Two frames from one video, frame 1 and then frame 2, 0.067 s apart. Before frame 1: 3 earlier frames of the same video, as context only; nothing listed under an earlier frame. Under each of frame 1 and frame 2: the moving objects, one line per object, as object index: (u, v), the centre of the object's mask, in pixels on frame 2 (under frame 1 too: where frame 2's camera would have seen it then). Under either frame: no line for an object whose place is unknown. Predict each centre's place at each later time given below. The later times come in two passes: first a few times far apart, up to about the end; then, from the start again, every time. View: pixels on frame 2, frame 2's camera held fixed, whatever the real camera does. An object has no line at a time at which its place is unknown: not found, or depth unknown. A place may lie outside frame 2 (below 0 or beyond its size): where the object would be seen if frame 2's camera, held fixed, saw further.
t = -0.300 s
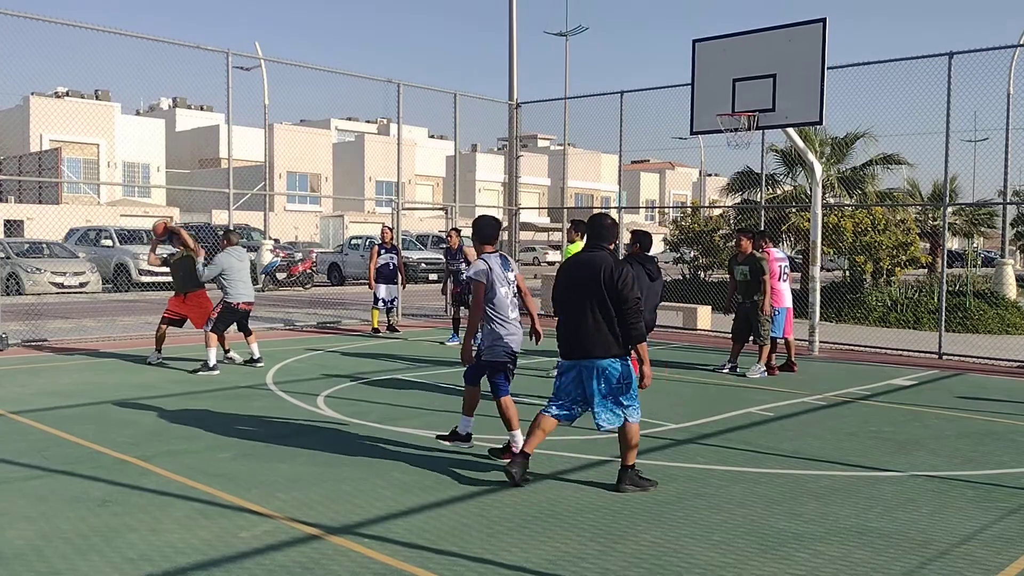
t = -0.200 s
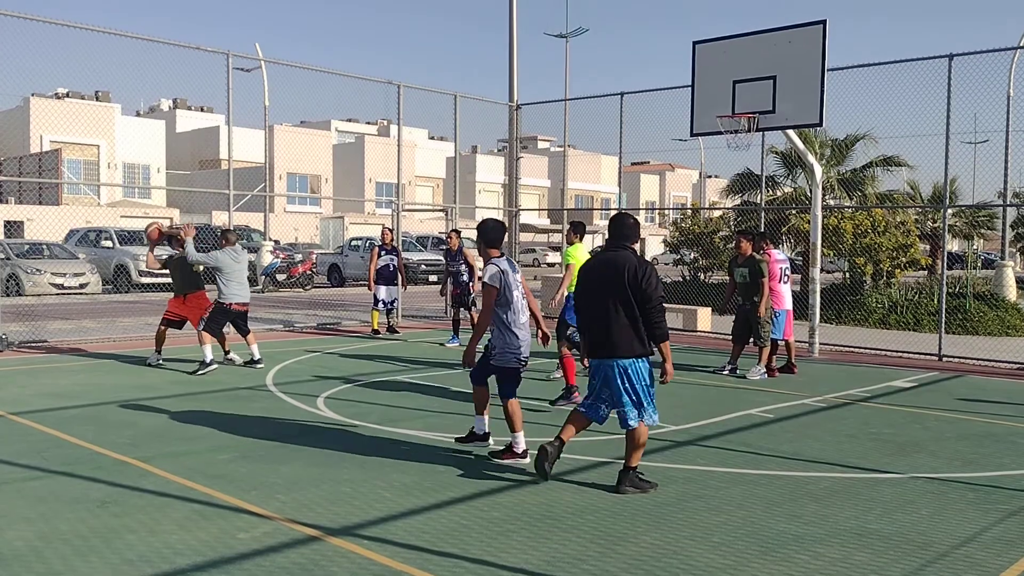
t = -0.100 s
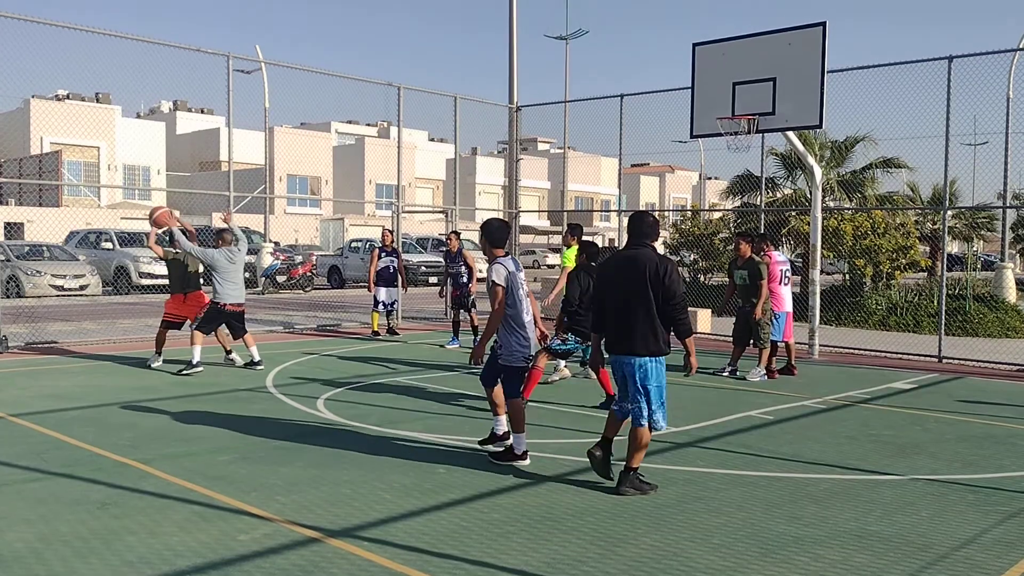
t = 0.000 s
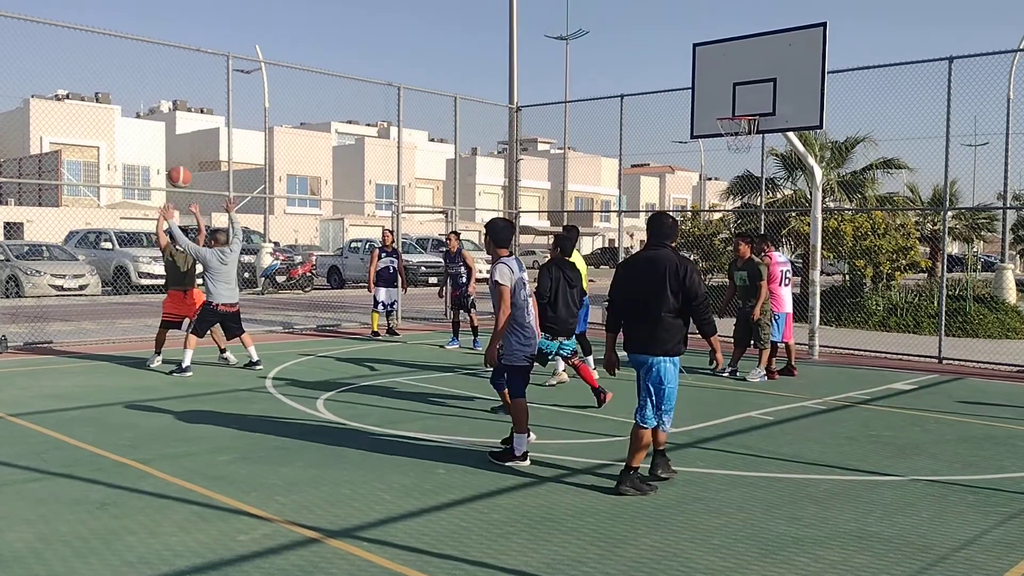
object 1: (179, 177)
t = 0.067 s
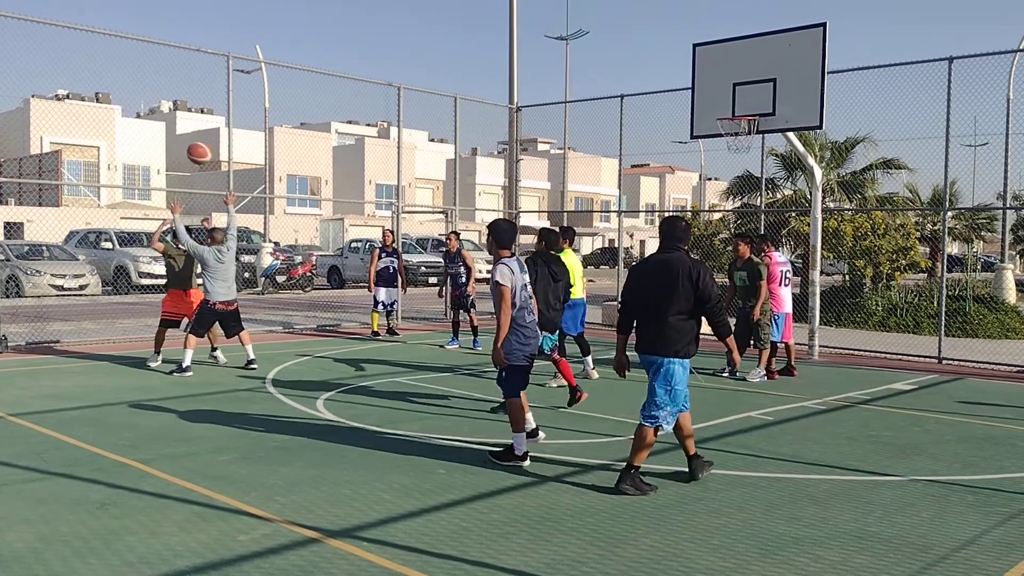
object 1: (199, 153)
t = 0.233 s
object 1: (250, 109)
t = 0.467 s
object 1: (328, 88)
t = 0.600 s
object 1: (375, 99)
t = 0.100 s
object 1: (209, 143)
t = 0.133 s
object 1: (219, 133)
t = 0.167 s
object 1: (229, 124)
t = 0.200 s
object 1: (240, 116)
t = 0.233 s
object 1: (250, 109)
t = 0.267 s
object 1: (261, 103)
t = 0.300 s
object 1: (272, 98)
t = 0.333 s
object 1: (282, 94)
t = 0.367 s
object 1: (294, 90)
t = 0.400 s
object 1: (305, 88)
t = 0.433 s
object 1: (316, 87)
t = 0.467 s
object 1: (328, 88)
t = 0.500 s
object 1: (339, 89)
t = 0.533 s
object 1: (352, 91)
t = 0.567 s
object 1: (363, 94)
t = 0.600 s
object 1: (375, 99)
